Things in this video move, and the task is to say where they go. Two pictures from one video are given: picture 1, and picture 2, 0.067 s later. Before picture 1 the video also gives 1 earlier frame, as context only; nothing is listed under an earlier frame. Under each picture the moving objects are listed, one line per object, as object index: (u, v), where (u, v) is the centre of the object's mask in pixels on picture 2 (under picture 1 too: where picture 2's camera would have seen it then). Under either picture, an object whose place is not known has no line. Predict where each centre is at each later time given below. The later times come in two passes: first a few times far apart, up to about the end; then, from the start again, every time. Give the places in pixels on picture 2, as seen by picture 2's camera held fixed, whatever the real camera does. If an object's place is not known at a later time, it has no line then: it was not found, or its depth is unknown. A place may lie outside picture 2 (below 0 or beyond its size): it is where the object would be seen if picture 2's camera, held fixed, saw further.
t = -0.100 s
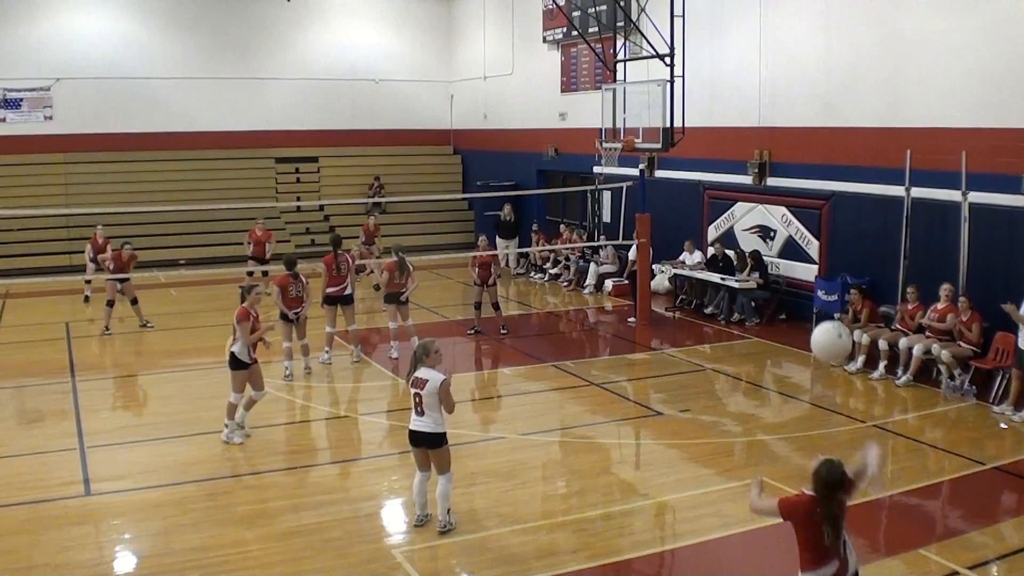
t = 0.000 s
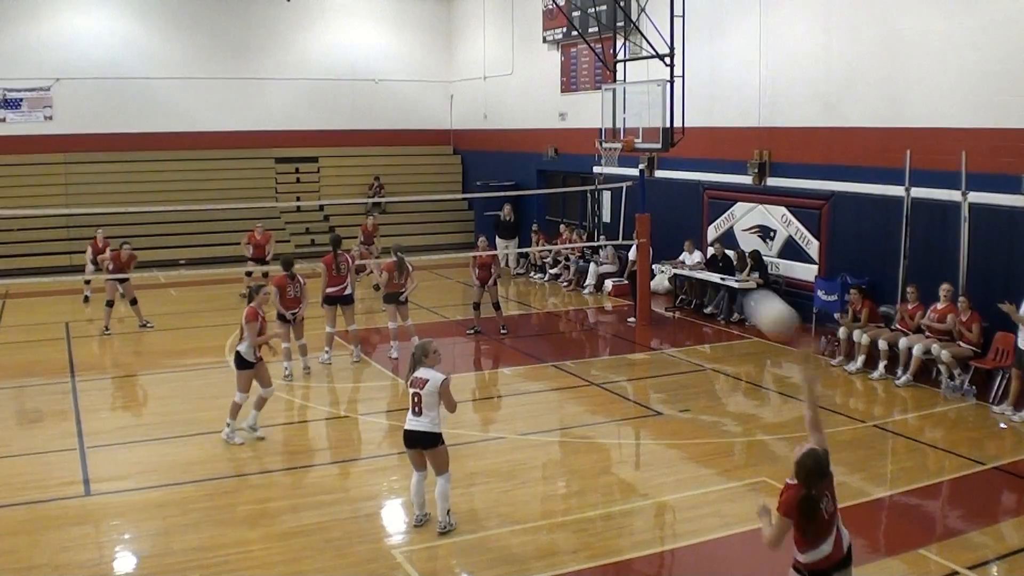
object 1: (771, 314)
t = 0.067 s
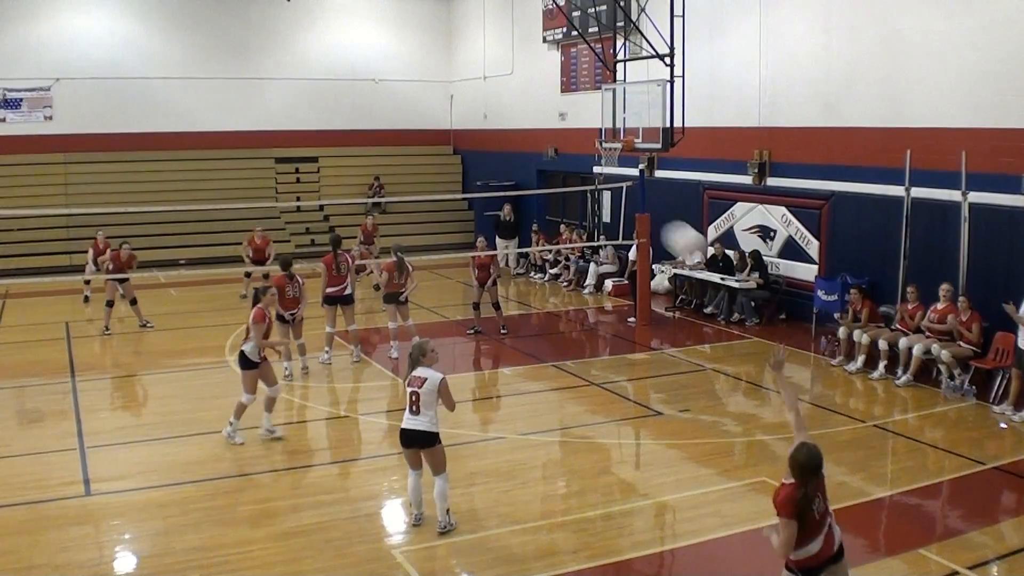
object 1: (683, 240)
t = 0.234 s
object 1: (535, 143)
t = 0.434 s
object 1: (426, 106)
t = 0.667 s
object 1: (348, 121)
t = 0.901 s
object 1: (298, 164)
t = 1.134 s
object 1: (261, 226)
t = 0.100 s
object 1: (648, 215)
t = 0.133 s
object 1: (616, 191)
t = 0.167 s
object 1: (584, 171)
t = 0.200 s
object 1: (559, 155)
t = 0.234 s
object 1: (535, 143)
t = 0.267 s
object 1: (514, 132)
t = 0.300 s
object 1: (493, 122)
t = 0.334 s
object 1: (475, 116)
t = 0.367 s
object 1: (456, 111)
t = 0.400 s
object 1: (441, 108)
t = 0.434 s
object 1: (426, 106)
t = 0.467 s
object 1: (412, 105)
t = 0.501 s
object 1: (400, 105)
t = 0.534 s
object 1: (388, 106)
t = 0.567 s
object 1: (377, 108)
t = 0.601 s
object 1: (366, 112)
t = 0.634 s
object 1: (357, 116)
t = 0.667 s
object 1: (348, 121)
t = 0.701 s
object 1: (340, 126)
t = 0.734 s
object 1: (332, 131)
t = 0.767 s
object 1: (324, 137)
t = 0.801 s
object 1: (317, 142)
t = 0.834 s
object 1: (310, 150)
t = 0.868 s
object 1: (304, 156)
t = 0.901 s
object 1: (298, 164)
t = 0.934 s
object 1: (292, 172)
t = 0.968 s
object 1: (286, 180)
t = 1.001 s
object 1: (281, 189)
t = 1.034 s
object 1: (276, 196)
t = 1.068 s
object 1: (271, 208)
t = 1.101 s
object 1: (266, 216)
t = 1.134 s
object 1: (261, 226)
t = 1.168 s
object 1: (257, 235)
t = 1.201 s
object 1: (253, 246)
